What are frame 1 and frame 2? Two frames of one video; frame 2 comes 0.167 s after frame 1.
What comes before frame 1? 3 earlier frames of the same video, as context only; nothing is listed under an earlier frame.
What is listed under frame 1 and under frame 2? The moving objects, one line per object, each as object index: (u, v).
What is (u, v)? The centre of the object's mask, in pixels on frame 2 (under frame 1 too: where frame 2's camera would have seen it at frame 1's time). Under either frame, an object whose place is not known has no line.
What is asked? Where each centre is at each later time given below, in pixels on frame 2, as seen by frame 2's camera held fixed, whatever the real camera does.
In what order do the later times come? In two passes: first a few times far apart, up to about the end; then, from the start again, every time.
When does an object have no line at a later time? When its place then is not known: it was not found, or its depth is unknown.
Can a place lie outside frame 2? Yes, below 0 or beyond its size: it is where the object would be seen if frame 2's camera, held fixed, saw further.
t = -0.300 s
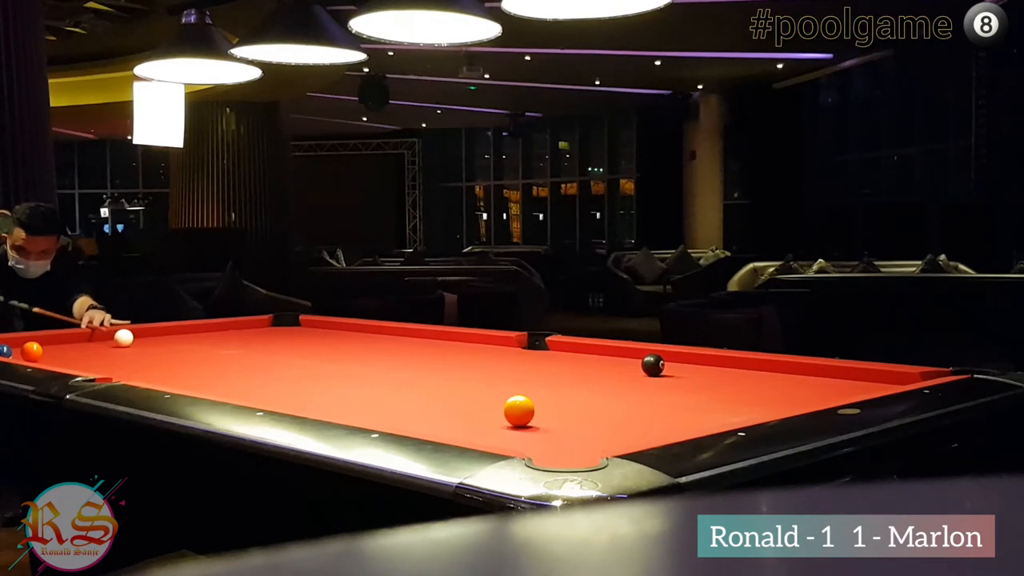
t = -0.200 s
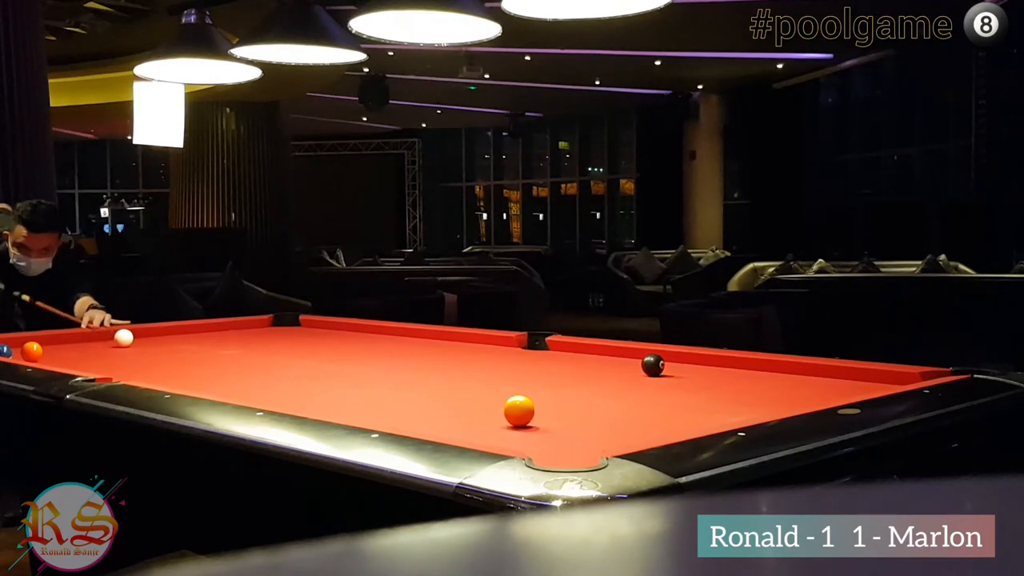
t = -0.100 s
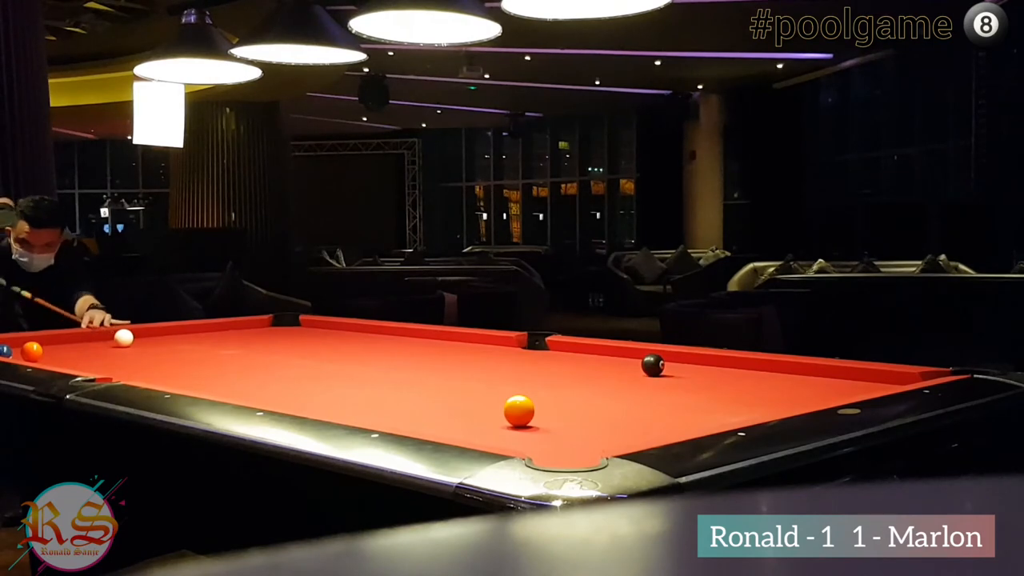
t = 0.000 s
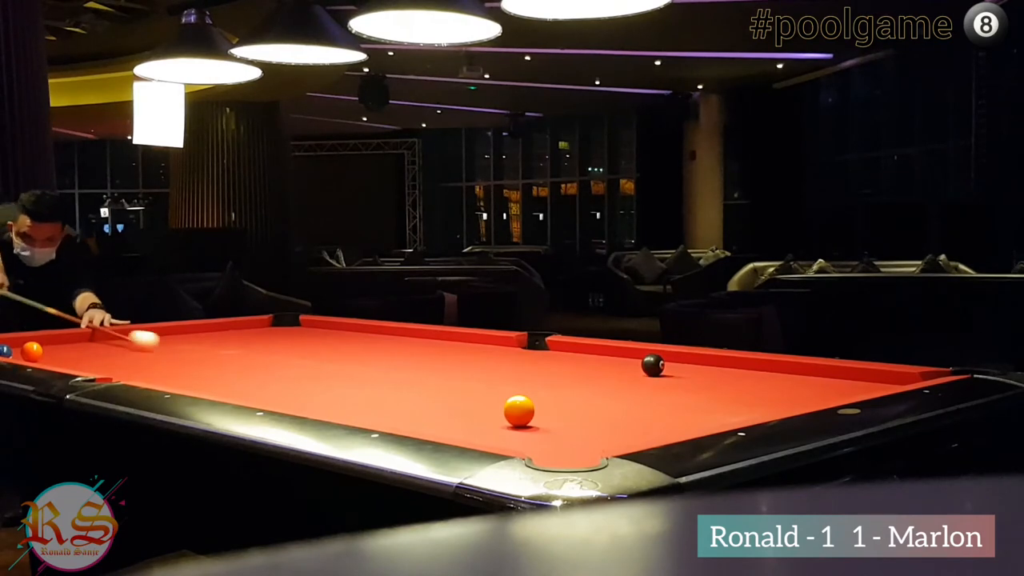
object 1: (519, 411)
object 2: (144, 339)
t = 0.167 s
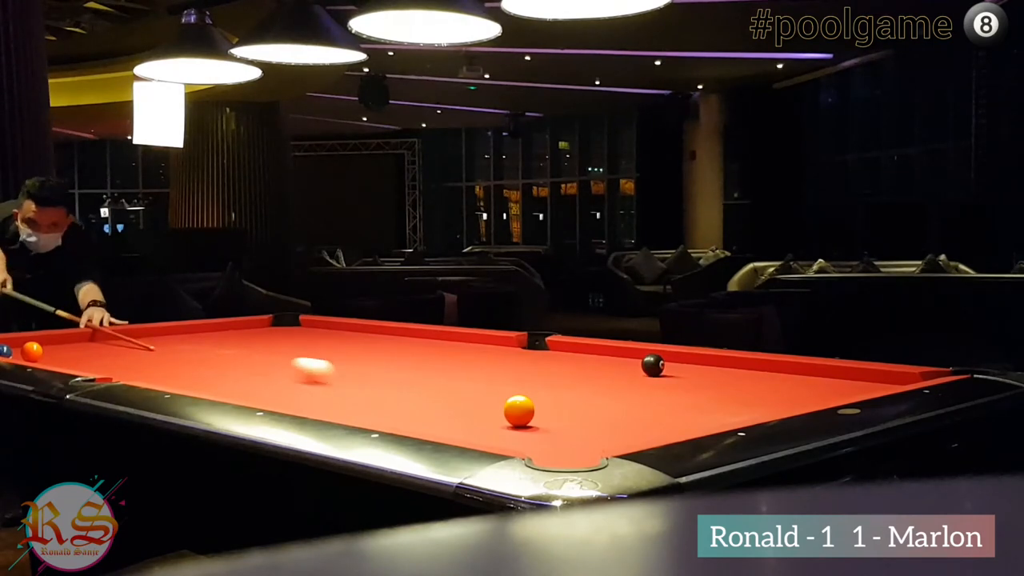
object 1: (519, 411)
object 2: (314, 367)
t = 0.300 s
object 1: (519, 410)
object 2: (511, 395)
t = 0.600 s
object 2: (822, 391)
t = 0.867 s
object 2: (787, 365)
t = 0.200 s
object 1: (519, 411)
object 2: (357, 374)
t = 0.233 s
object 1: (519, 411)
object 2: (405, 382)
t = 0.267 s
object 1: (519, 411)
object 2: (458, 391)
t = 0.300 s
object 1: (519, 410)
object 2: (511, 395)
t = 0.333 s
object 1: (536, 422)
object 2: (560, 398)
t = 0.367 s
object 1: (556, 438)
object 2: (605, 399)
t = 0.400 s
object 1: (578, 452)
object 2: (649, 398)
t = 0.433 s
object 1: (563, 459)
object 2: (691, 399)
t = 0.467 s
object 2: (733, 398)
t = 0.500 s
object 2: (772, 396)
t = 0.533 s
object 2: (811, 396)
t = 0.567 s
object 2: (827, 393)
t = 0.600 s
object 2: (822, 391)
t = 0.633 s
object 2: (816, 389)
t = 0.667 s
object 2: (811, 385)
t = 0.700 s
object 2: (807, 382)
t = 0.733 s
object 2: (803, 378)
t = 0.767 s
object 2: (800, 374)
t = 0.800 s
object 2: (796, 371)
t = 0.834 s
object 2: (792, 368)
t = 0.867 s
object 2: (787, 365)
